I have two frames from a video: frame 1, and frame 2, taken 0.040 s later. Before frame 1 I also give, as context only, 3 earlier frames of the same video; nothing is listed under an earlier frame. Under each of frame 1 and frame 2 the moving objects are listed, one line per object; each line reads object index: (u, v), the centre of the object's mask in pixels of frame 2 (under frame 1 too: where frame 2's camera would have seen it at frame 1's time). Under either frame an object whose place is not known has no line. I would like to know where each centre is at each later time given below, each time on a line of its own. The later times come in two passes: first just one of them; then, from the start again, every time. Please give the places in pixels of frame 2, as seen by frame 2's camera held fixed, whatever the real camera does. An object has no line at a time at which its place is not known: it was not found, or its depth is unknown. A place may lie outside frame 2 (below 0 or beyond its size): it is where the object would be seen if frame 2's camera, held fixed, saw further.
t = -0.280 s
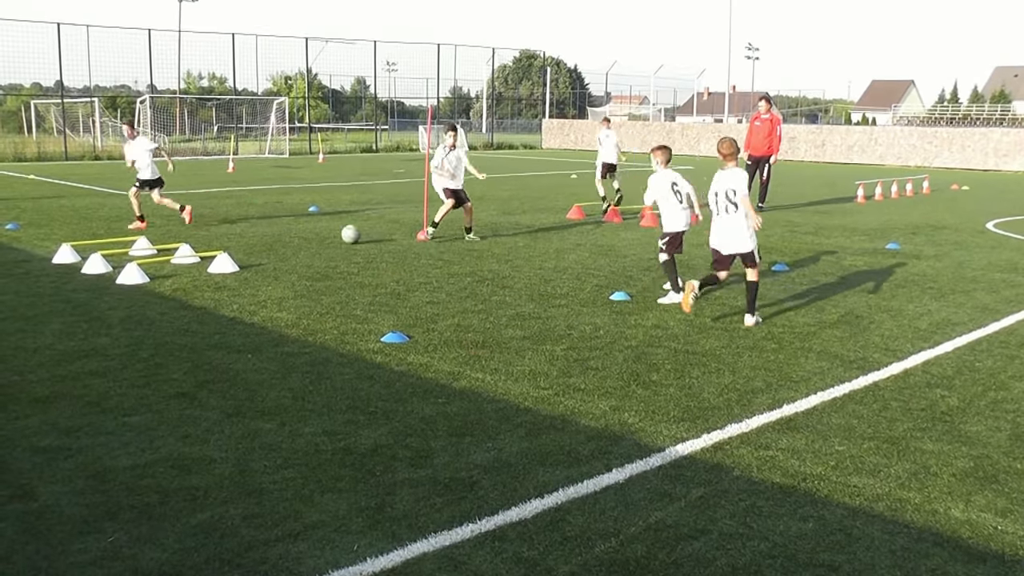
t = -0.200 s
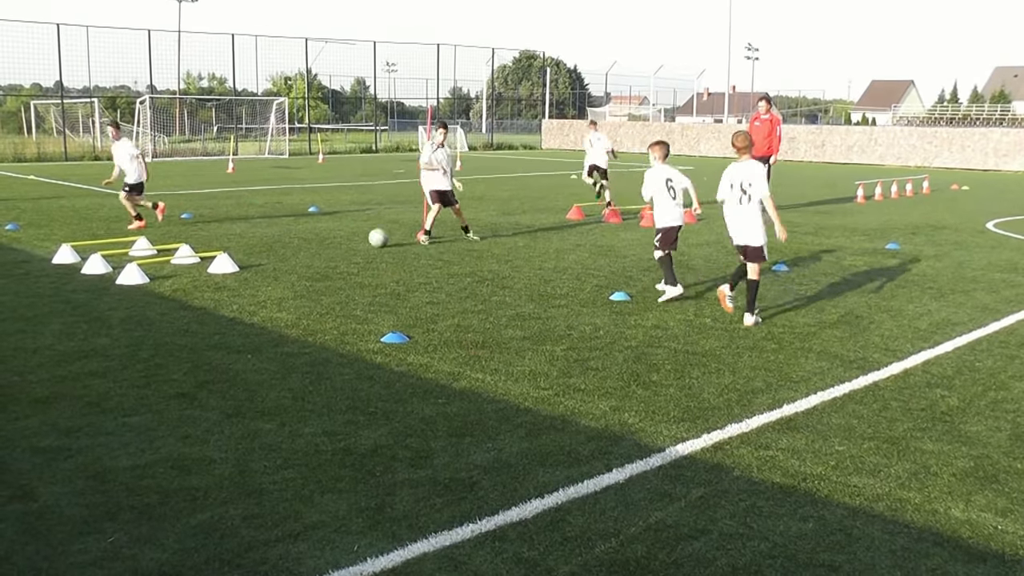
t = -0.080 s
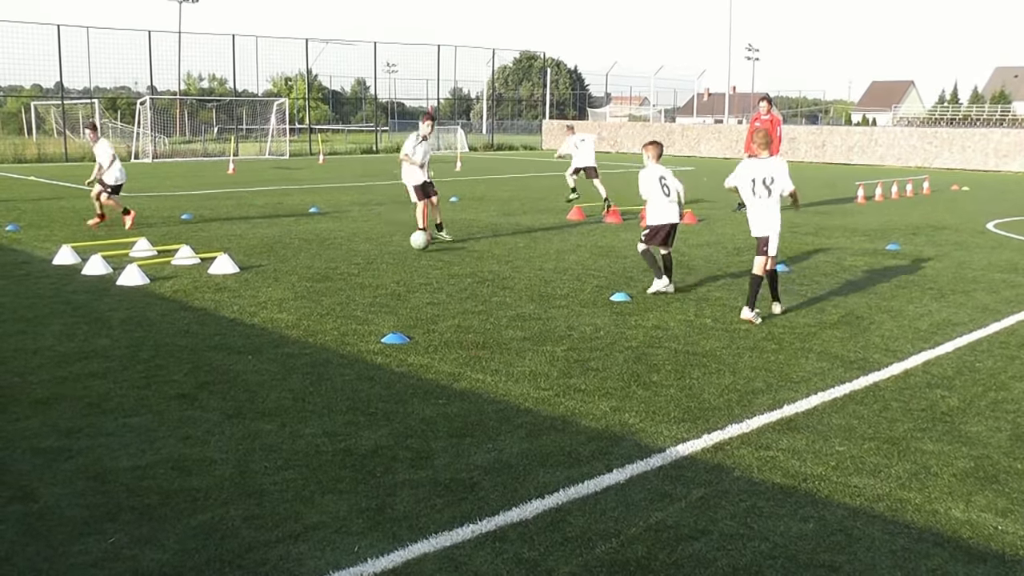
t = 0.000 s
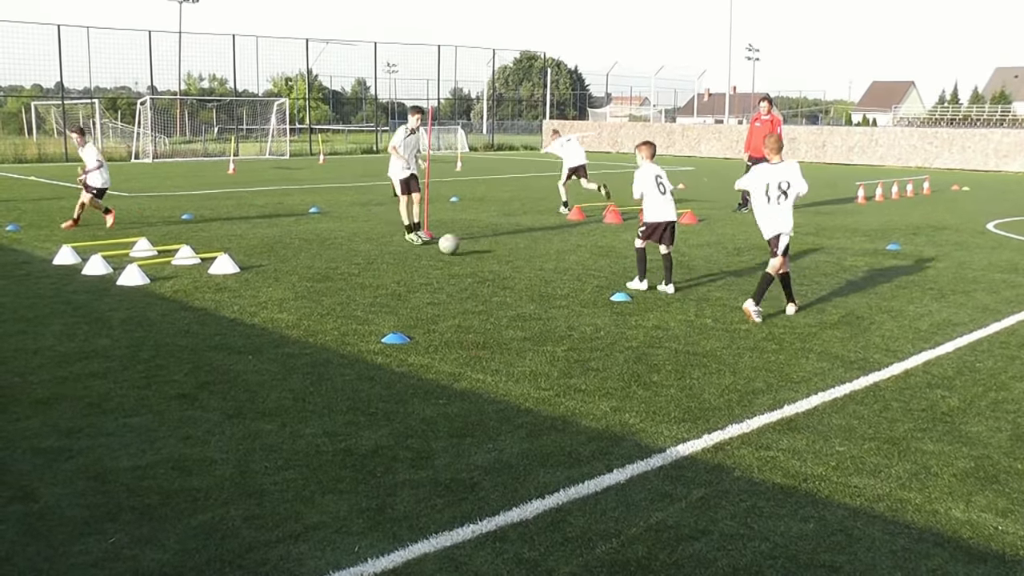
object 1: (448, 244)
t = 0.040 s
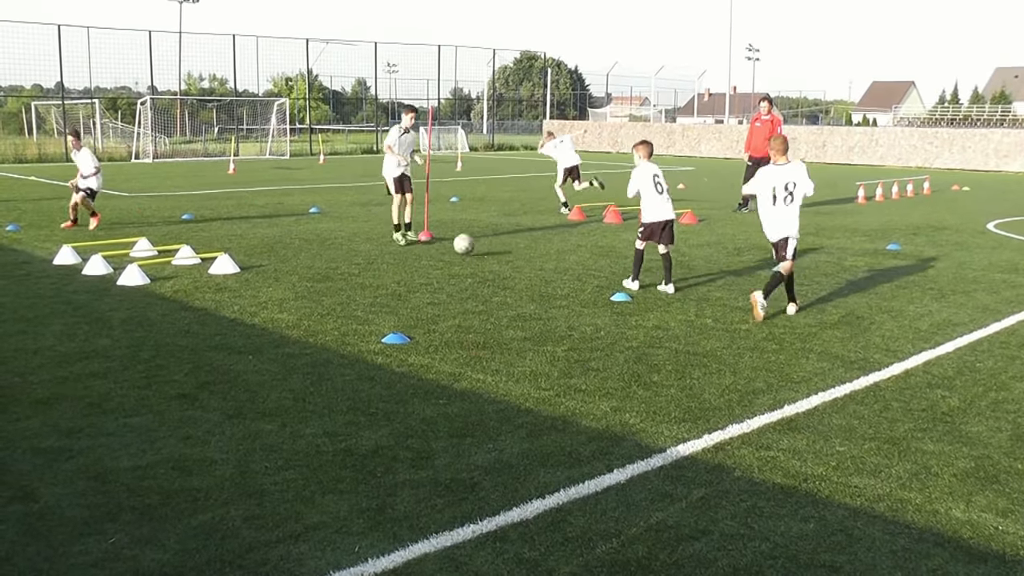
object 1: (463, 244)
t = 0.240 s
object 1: (539, 254)
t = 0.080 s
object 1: (478, 246)
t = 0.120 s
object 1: (493, 250)
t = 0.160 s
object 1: (508, 251)
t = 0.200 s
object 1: (523, 251)
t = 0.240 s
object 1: (539, 254)
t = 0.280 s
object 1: (554, 257)
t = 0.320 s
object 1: (570, 257)
